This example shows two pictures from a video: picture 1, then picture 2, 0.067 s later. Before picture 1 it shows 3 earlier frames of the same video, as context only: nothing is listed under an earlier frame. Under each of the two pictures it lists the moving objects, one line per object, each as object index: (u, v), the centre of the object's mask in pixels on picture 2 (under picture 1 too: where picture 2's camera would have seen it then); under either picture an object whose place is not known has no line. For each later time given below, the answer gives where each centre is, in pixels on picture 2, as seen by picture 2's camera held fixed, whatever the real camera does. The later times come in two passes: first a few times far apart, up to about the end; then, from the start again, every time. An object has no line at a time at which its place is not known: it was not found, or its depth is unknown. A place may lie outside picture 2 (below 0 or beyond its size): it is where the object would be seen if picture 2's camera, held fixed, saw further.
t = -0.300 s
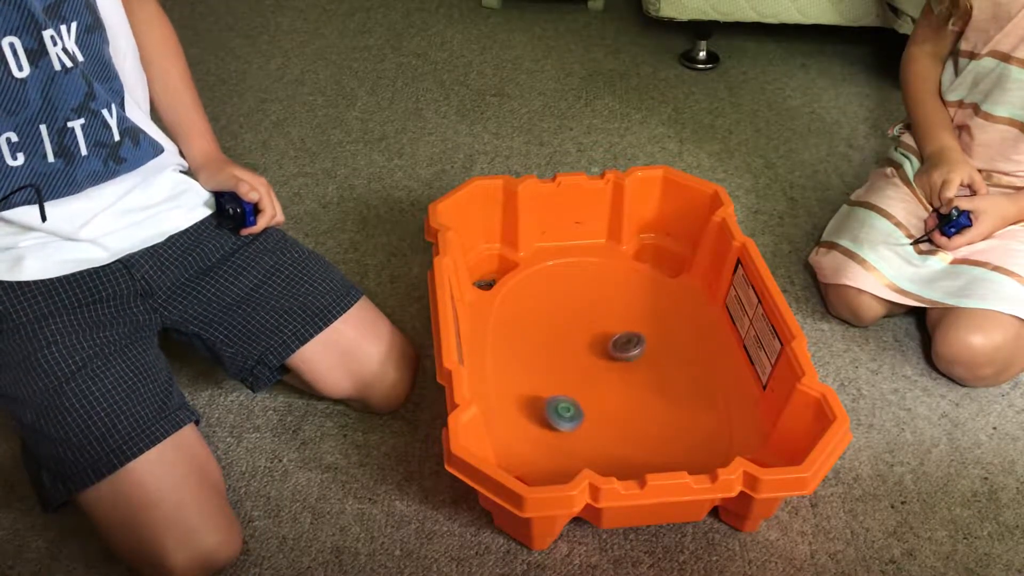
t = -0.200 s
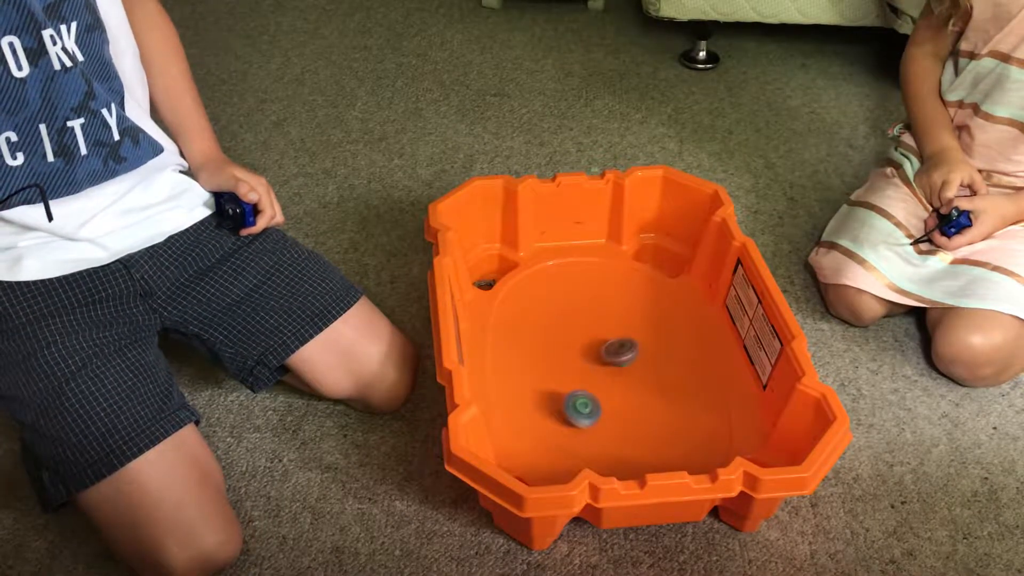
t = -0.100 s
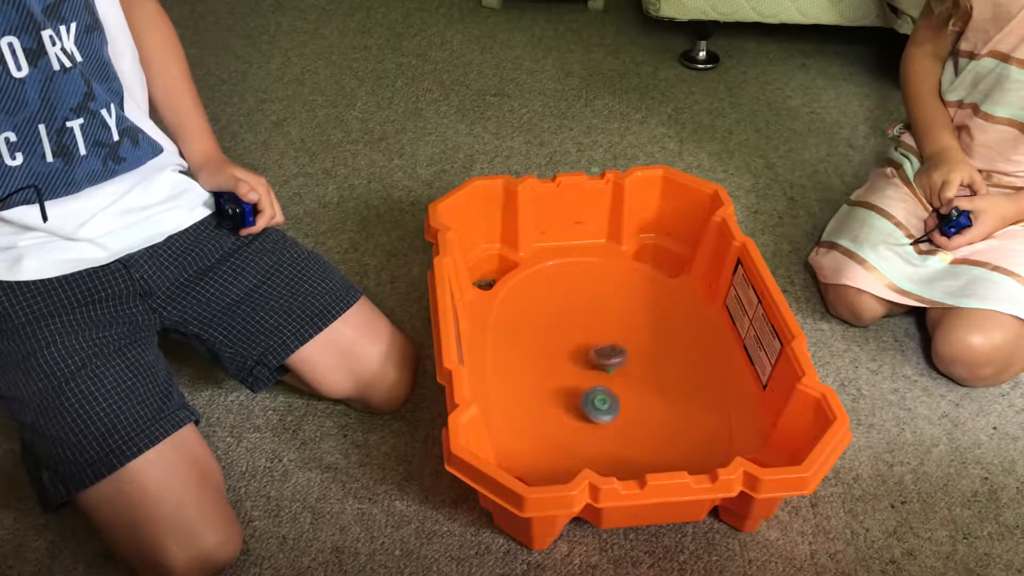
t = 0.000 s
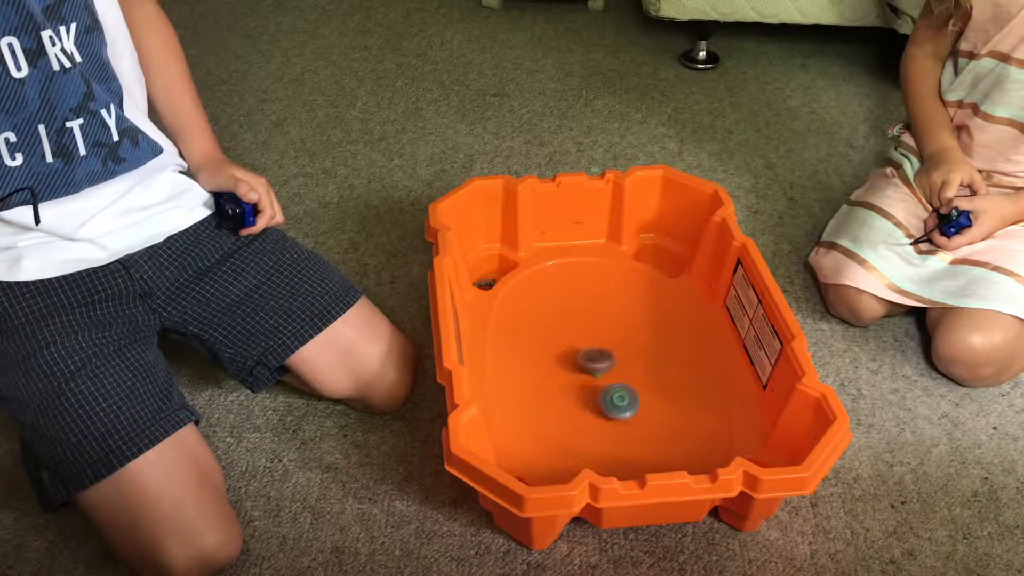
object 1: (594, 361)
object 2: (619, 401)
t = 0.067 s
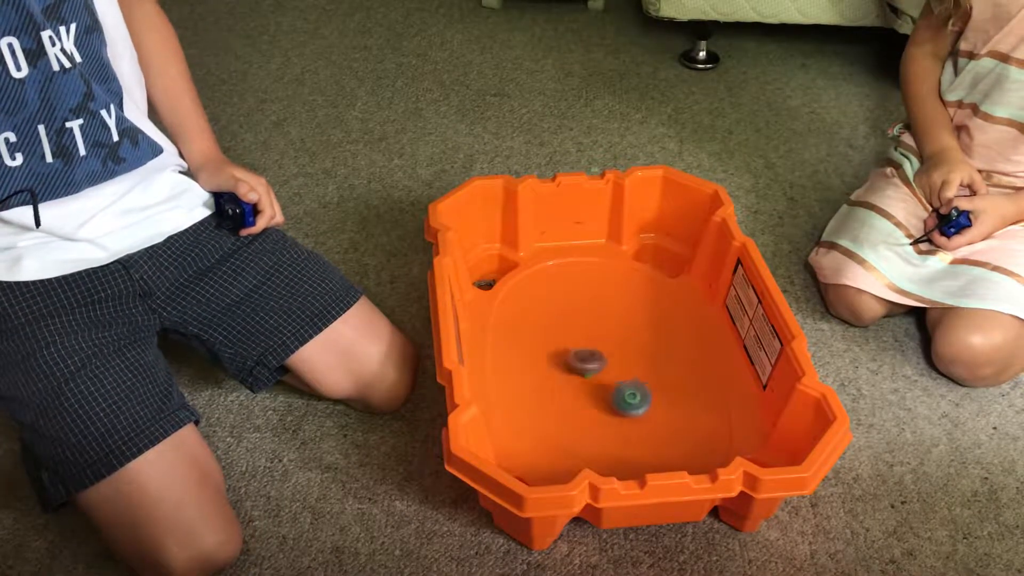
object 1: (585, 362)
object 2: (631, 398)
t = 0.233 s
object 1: (567, 359)
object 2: (659, 394)
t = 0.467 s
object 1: (562, 352)
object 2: (688, 397)
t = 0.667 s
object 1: (574, 352)
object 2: (685, 405)
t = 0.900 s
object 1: (597, 360)
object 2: (653, 409)
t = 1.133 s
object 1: (611, 367)
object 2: (612, 404)
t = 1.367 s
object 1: (622, 357)
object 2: (581, 395)
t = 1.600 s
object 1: (625, 354)
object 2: (585, 374)
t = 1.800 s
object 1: (630, 353)
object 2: (583, 360)
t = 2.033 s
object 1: (633, 356)
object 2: (582, 355)
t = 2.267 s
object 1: (622, 362)
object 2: (577, 345)
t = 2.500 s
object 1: (611, 360)
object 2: (570, 337)
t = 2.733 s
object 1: (613, 356)
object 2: (575, 339)
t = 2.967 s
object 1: (623, 360)
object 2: (579, 342)
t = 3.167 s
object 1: (614, 372)
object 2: (579, 346)
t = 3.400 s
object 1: (595, 378)
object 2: (582, 349)
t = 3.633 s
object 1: (581, 375)
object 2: (593, 346)
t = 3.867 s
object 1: (584, 372)
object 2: (606, 348)
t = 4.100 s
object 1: (572, 375)
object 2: (620, 355)
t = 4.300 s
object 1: (579, 377)
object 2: (615, 362)
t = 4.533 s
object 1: (590, 384)
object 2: (609, 355)
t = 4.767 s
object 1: (595, 398)
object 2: (613, 350)
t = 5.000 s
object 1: (614, 406)
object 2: (619, 354)
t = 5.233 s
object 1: (624, 399)
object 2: (612, 359)
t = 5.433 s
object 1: (614, 386)
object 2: (605, 352)
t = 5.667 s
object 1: (596, 391)
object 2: (612, 347)
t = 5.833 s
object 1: (595, 397)
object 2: (615, 352)
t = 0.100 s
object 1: (581, 361)
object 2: (637, 397)
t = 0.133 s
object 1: (577, 361)
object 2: (643, 396)
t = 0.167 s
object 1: (573, 360)
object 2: (649, 395)
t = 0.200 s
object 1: (570, 360)
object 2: (654, 395)
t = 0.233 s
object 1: (567, 359)
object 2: (659, 394)
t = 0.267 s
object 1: (566, 358)
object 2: (664, 394)
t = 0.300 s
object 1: (564, 357)
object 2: (669, 394)
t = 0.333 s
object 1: (563, 356)
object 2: (673, 394)
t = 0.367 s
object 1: (562, 355)
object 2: (678, 394)
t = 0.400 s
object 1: (561, 354)
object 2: (682, 395)
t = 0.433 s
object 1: (562, 353)
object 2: (685, 396)
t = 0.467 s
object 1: (562, 352)
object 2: (688, 397)
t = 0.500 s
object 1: (564, 352)
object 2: (690, 398)
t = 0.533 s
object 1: (565, 351)
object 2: (691, 400)
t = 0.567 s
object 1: (567, 351)
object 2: (692, 401)
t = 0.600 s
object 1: (569, 351)
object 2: (691, 403)
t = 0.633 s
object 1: (571, 351)
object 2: (689, 404)
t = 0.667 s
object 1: (574, 352)
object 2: (685, 405)
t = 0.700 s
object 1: (577, 353)
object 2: (681, 407)
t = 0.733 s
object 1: (580, 353)
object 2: (678, 408)
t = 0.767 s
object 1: (583, 355)
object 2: (673, 409)
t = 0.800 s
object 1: (586, 356)
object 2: (667, 410)
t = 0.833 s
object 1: (590, 357)
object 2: (661, 410)
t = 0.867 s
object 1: (593, 359)
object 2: (657, 409)
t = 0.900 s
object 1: (597, 360)
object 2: (653, 409)
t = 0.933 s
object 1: (599, 362)
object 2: (646, 409)
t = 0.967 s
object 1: (601, 364)
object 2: (640, 408)
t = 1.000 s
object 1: (603, 367)
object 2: (634, 406)
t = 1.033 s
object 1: (606, 369)
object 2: (629, 404)
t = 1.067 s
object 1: (607, 371)
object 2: (623, 402)
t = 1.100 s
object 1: (609, 372)
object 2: (618, 402)
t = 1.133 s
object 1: (611, 367)
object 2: (612, 404)
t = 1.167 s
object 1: (614, 363)
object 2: (604, 407)
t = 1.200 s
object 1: (615, 361)
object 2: (597, 407)
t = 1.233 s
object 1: (618, 360)
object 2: (591, 406)
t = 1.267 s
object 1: (619, 360)
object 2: (587, 404)
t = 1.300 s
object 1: (619, 359)
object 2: (583, 401)
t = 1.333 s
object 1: (620, 357)
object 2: (582, 398)
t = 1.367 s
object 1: (622, 357)
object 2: (581, 395)
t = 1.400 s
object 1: (622, 356)
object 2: (580, 392)
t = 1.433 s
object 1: (623, 355)
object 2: (579, 389)
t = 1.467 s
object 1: (624, 355)
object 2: (579, 385)
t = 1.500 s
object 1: (625, 354)
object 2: (579, 382)
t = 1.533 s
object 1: (624, 354)
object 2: (582, 379)
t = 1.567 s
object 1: (625, 354)
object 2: (583, 376)
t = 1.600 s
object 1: (625, 354)
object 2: (585, 374)
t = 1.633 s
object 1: (624, 354)
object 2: (588, 371)
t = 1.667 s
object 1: (624, 353)
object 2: (589, 368)
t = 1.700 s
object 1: (626, 353)
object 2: (589, 366)
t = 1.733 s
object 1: (627, 354)
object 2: (588, 364)
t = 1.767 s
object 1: (627, 353)
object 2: (589, 362)
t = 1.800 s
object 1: (630, 353)
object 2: (583, 360)
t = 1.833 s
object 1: (635, 354)
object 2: (579, 358)
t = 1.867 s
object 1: (636, 354)
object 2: (578, 357)
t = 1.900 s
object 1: (636, 354)
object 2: (579, 356)
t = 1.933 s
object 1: (635, 354)
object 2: (579, 356)
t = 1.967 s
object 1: (635, 355)
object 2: (581, 356)
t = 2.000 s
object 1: (635, 355)
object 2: (581, 356)
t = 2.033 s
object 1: (633, 356)
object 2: (582, 355)
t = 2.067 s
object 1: (632, 357)
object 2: (583, 354)
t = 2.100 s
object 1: (630, 358)
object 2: (586, 353)
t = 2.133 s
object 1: (627, 359)
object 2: (587, 352)
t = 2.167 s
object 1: (625, 360)
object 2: (586, 350)
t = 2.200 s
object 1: (623, 360)
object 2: (585, 350)
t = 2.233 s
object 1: (624, 361)
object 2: (580, 347)
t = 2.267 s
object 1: (622, 362)
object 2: (577, 345)
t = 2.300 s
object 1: (619, 362)
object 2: (576, 344)
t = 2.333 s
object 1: (618, 362)
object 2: (573, 343)
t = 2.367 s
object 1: (616, 362)
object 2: (572, 342)
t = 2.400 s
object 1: (615, 362)
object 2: (571, 340)
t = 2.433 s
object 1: (613, 361)
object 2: (571, 339)
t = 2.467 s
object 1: (612, 361)
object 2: (570, 338)
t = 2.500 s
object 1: (611, 360)
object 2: (570, 337)
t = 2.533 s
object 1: (611, 359)
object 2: (570, 337)
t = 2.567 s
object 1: (610, 358)
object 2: (570, 337)
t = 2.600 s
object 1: (609, 357)
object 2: (570, 337)
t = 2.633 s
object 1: (610, 356)
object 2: (572, 337)
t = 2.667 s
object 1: (610, 355)
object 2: (574, 339)
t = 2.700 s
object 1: (611, 355)
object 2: (574, 339)
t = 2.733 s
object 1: (613, 356)
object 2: (575, 339)
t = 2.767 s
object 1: (614, 355)
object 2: (576, 340)
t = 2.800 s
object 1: (616, 354)
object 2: (578, 341)
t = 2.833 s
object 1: (617, 354)
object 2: (578, 342)
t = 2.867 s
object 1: (618, 355)
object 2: (579, 342)
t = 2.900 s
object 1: (620, 356)
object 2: (580, 343)
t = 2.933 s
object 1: (623, 358)
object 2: (579, 342)
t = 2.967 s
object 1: (623, 360)
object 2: (579, 342)
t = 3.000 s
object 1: (622, 362)
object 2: (578, 342)
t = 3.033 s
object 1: (622, 364)
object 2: (577, 343)
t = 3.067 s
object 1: (621, 367)
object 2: (577, 343)
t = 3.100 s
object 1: (620, 368)
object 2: (577, 344)
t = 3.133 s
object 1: (617, 370)
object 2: (578, 345)
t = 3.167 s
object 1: (614, 372)
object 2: (579, 346)
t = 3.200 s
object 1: (612, 373)
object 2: (580, 348)
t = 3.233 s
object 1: (610, 373)
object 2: (581, 349)
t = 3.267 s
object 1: (606, 374)
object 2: (581, 350)
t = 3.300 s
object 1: (603, 376)
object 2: (581, 349)
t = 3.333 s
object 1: (601, 377)
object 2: (581, 349)
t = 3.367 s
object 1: (597, 377)
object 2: (581, 349)
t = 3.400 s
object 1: (595, 378)
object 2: (582, 349)
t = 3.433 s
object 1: (592, 377)
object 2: (582, 348)
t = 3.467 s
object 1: (589, 377)
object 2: (584, 348)
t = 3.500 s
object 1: (588, 377)
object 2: (585, 347)
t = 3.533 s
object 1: (586, 376)
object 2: (587, 347)
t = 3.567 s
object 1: (583, 376)
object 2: (589, 346)
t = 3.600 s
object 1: (582, 376)
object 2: (592, 346)
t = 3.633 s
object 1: (581, 375)
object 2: (593, 346)
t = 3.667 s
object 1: (582, 374)
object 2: (595, 345)
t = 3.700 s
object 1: (582, 374)
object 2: (596, 345)
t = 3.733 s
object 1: (582, 374)
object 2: (599, 346)
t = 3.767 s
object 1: (581, 373)
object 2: (601, 346)
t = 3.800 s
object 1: (583, 372)
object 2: (603, 347)
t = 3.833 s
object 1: (584, 372)
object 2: (605, 347)
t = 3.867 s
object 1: (584, 372)
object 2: (606, 348)
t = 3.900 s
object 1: (584, 371)
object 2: (607, 349)
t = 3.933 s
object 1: (583, 372)
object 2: (610, 350)
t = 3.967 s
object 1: (577, 374)
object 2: (615, 351)
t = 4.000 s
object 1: (574, 375)
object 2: (619, 352)
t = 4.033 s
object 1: (573, 375)
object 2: (619, 354)
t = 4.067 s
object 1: (572, 375)
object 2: (620, 355)
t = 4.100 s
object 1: (572, 375)
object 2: (620, 355)
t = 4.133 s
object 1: (574, 375)
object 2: (620, 355)
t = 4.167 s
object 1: (575, 377)
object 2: (620, 357)
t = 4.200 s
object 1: (576, 376)
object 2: (619, 358)
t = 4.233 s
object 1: (577, 376)
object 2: (618, 360)
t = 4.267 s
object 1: (578, 377)
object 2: (616, 361)
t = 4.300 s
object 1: (579, 377)
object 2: (615, 362)
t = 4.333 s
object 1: (581, 377)
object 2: (614, 362)
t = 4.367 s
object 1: (583, 378)
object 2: (614, 362)
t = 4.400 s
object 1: (585, 378)
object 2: (614, 361)
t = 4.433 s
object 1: (586, 379)
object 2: (612, 359)
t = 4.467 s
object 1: (587, 379)
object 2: (610, 357)
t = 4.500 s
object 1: (589, 381)
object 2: (609, 356)
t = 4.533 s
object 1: (590, 384)
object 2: (609, 355)
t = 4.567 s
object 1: (591, 385)
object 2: (609, 354)
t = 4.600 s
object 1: (592, 387)
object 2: (610, 354)
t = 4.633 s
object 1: (593, 389)
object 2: (610, 353)
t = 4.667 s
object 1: (594, 391)
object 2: (610, 352)
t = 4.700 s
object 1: (594, 393)
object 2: (611, 351)
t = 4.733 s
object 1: (595, 395)
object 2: (612, 351)
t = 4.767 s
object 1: (595, 398)
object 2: (613, 350)
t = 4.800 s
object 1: (596, 400)
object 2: (614, 349)
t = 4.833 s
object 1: (599, 402)
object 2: (616, 350)
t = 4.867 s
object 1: (601, 404)
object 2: (617, 350)
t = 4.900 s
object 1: (604, 405)
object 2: (618, 351)
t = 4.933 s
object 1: (608, 406)
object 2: (619, 352)
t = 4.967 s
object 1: (611, 407)
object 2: (619, 353)
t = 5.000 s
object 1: (614, 406)
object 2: (619, 354)
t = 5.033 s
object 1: (616, 406)
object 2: (619, 355)
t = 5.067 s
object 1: (618, 405)
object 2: (618, 357)
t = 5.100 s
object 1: (621, 405)
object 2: (616, 358)
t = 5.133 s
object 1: (622, 404)
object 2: (615, 359)
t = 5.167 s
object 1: (623, 402)
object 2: (614, 360)
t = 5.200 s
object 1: (624, 400)
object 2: (612, 359)
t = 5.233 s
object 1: (624, 399)
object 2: (612, 359)
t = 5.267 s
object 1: (623, 397)
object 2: (609, 358)
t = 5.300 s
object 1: (622, 395)
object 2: (606, 356)
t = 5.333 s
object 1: (622, 391)
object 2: (605, 355)
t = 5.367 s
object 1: (618, 388)
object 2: (606, 354)
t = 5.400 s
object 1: (615, 387)
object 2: (605, 353)
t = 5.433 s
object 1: (614, 386)
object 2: (605, 352)
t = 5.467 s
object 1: (613, 386)
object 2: (606, 352)
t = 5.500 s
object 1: (608, 386)
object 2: (607, 351)
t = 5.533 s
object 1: (605, 386)
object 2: (608, 349)
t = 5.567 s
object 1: (602, 387)
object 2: (609, 349)
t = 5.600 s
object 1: (600, 388)
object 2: (609, 348)
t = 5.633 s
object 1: (598, 389)
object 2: (610, 348)
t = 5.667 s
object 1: (596, 391)
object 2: (612, 347)
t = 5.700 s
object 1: (595, 393)
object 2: (613, 348)
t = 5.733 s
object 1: (596, 393)
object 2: (613, 349)
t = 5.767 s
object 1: (595, 395)
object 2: (614, 350)
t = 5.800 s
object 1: (595, 396)
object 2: (614, 350)
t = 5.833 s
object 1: (595, 397)
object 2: (615, 352)
